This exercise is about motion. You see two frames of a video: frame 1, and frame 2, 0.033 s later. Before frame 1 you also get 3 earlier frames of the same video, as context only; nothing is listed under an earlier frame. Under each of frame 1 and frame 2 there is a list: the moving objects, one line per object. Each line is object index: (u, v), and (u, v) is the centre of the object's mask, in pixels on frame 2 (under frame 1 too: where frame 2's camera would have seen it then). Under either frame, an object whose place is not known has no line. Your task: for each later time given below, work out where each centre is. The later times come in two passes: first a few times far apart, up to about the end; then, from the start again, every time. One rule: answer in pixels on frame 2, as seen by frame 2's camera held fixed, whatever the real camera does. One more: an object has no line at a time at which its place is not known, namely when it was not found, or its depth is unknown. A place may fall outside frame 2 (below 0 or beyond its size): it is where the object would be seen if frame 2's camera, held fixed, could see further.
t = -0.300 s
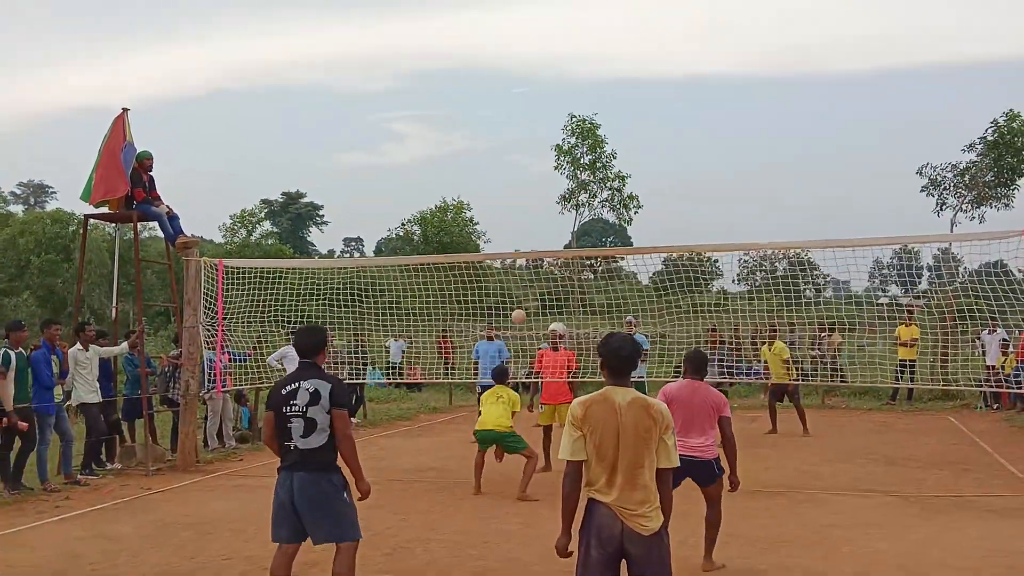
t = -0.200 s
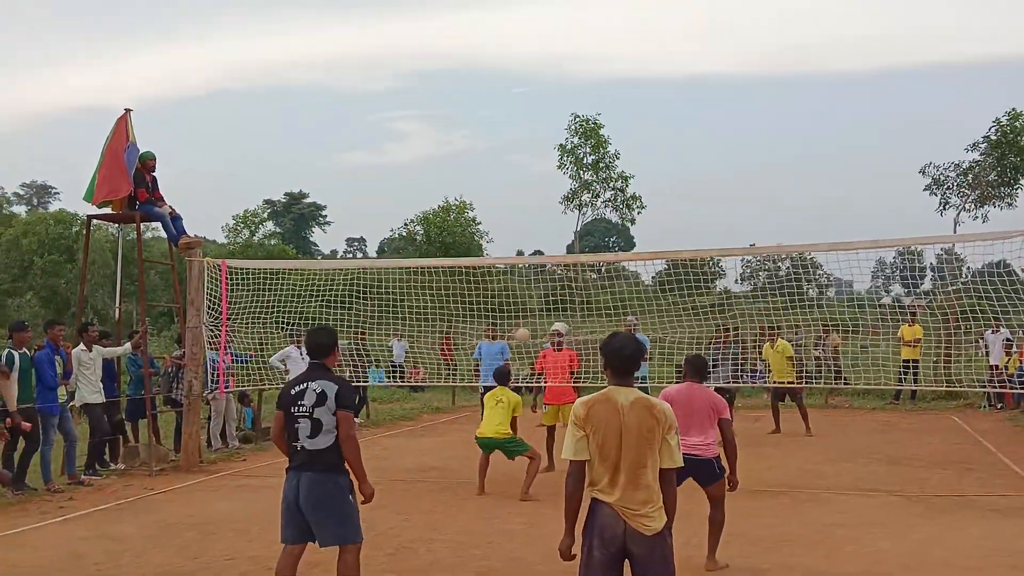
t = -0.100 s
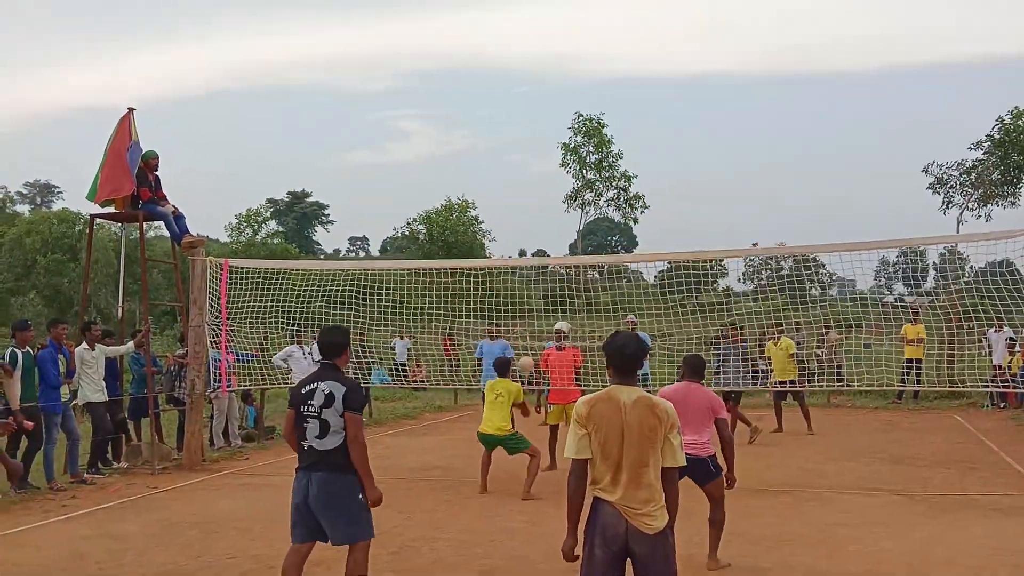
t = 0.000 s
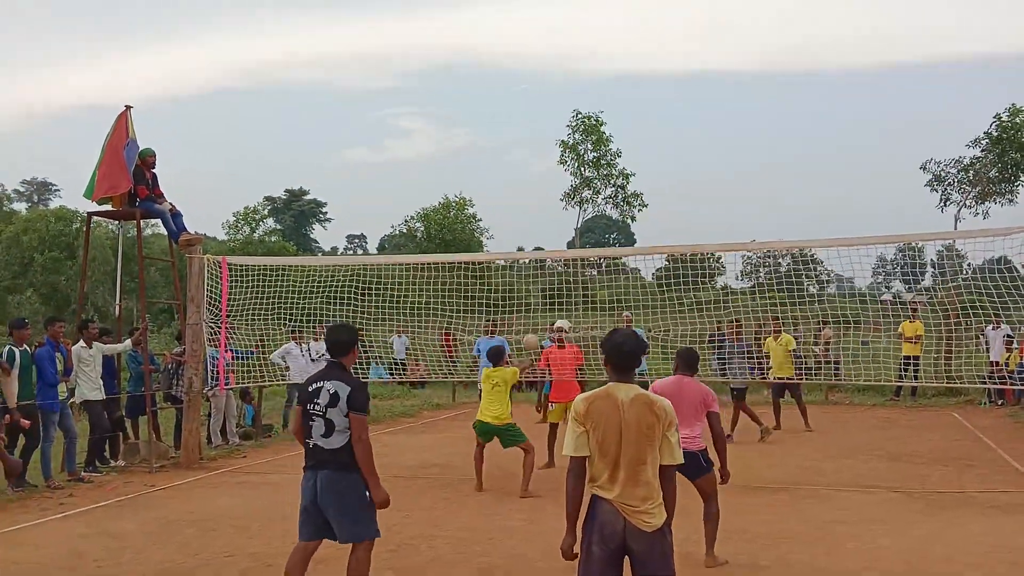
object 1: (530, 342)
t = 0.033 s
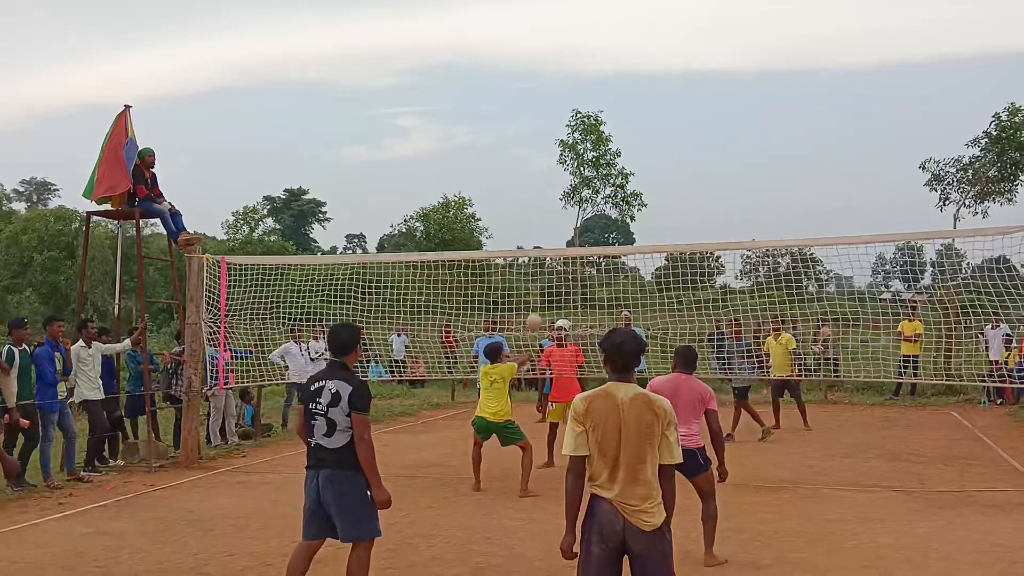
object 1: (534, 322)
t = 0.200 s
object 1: (552, 238)
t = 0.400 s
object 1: (578, 167)
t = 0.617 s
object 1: (611, 131)
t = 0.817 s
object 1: (647, 145)
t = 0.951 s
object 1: (673, 186)
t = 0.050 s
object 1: (536, 313)
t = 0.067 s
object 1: (537, 305)
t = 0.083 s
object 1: (539, 295)
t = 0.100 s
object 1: (541, 287)
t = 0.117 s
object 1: (543, 279)
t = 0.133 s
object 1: (545, 271)
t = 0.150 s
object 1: (546, 262)
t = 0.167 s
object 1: (549, 255)
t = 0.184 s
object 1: (550, 246)
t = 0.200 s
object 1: (552, 238)
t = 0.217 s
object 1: (554, 231)
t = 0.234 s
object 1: (556, 224)
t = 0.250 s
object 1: (559, 217)
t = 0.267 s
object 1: (561, 211)
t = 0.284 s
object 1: (562, 205)
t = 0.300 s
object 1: (565, 199)
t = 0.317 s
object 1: (567, 193)
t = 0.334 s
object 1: (569, 189)
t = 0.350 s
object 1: (572, 182)
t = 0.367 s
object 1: (574, 177)
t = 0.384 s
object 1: (576, 172)
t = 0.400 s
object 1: (578, 167)
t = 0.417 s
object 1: (580, 163)
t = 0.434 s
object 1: (583, 158)
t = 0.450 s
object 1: (585, 155)
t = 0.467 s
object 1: (588, 151)
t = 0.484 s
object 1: (591, 148)
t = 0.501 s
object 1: (593, 145)
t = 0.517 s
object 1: (596, 142)
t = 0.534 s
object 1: (598, 140)
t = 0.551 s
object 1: (601, 138)
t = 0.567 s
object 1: (603, 136)
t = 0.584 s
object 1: (606, 134)
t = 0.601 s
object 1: (609, 132)
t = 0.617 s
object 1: (611, 131)
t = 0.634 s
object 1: (614, 130)
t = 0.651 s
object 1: (617, 130)
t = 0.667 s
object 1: (620, 130)
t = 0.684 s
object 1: (623, 130)
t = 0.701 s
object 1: (626, 131)
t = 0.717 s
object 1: (629, 132)
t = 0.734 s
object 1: (631, 134)
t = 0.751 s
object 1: (634, 135)
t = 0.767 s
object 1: (637, 137)
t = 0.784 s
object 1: (640, 139)
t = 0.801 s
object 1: (644, 142)
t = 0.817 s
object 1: (647, 145)
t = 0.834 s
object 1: (650, 149)
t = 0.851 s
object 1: (653, 153)
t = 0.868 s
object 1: (657, 157)
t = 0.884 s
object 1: (660, 162)
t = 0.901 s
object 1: (663, 168)
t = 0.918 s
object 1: (667, 173)
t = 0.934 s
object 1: (670, 180)
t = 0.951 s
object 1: (673, 186)
